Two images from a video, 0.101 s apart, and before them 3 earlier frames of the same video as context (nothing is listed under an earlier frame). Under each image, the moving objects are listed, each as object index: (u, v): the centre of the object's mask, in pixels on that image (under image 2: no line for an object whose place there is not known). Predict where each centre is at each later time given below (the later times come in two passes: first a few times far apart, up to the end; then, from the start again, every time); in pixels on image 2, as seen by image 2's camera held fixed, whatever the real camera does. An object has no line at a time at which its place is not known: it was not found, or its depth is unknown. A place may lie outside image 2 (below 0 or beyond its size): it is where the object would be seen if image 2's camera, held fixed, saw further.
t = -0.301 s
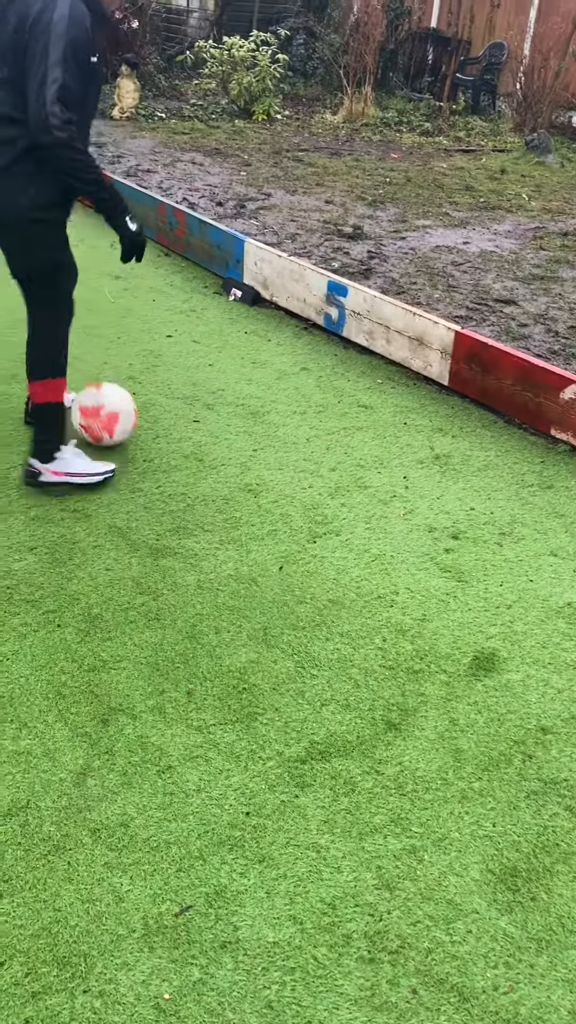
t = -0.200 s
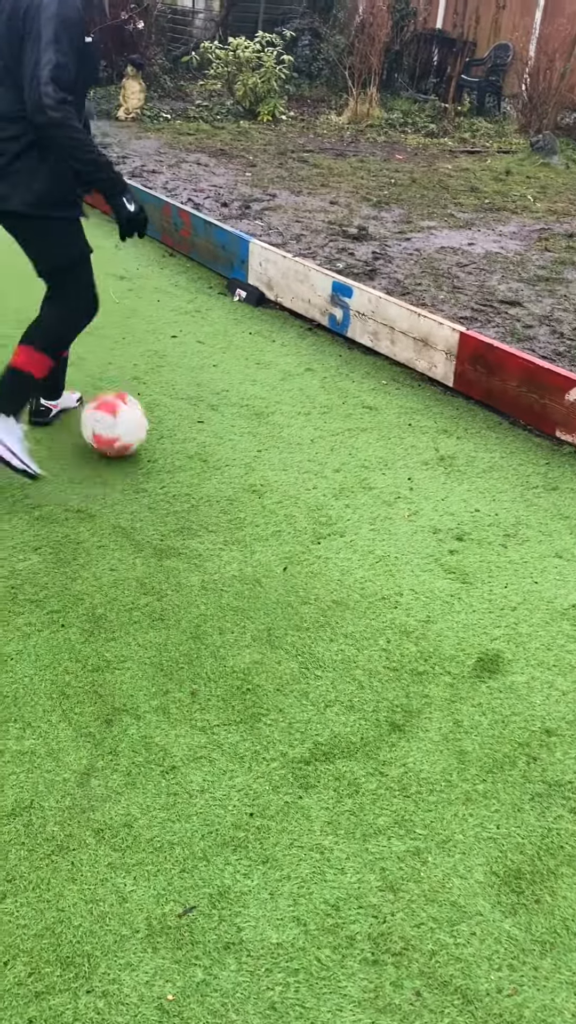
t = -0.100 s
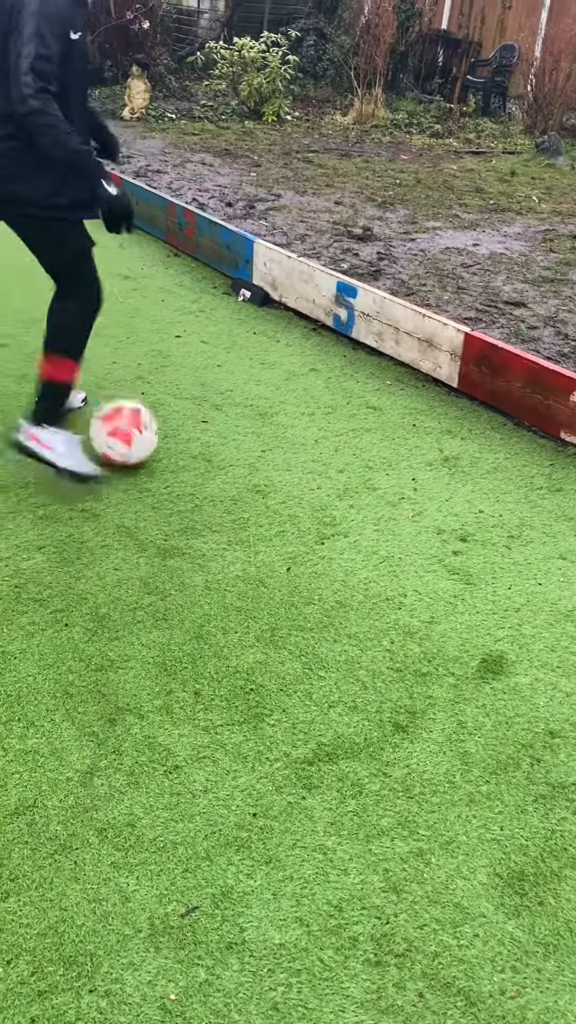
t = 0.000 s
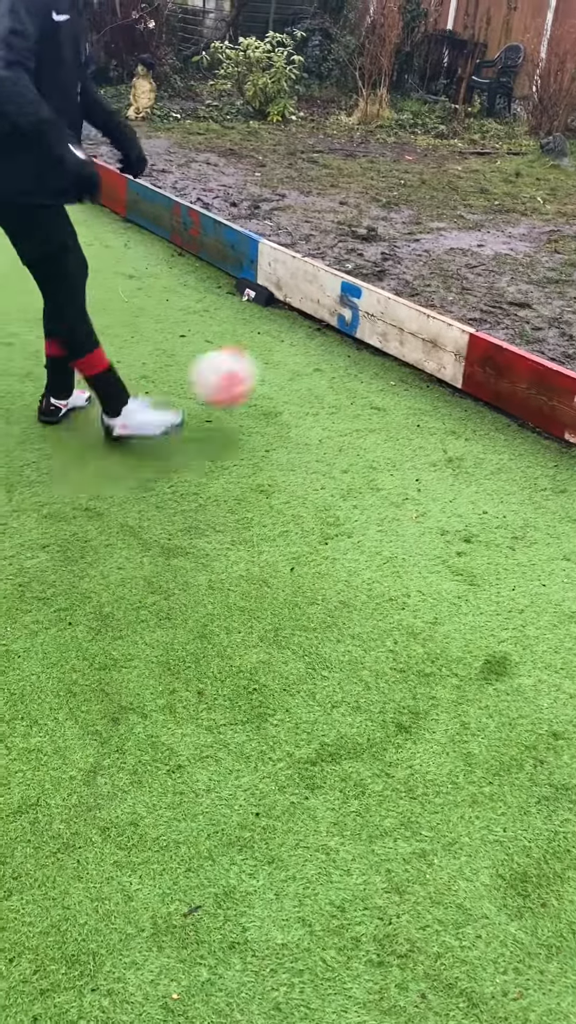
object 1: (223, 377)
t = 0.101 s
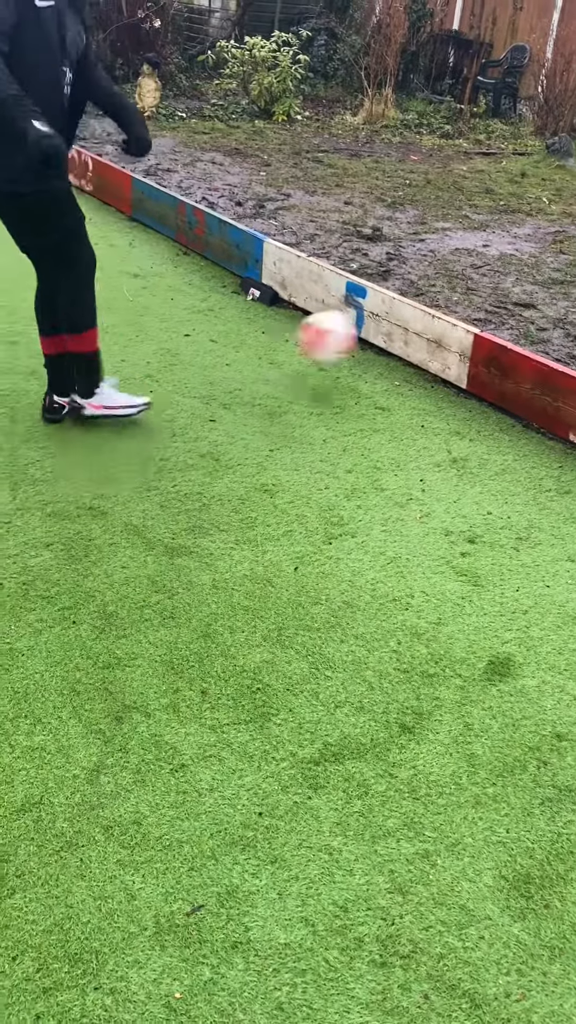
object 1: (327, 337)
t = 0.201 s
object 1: (366, 343)
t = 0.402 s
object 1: (279, 332)
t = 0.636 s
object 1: (162, 366)
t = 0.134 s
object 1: (354, 332)
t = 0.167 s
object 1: (380, 330)
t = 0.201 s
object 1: (366, 343)
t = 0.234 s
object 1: (349, 347)
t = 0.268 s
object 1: (336, 338)
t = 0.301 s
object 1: (323, 332)
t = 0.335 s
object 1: (310, 330)
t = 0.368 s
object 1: (295, 329)
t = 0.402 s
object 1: (279, 332)
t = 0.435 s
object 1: (263, 338)
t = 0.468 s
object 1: (247, 347)
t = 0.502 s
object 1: (230, 359)
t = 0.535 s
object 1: (212, 372)
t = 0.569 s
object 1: (197, 369)
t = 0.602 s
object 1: (181, 366)
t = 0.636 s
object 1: (162, 366)
